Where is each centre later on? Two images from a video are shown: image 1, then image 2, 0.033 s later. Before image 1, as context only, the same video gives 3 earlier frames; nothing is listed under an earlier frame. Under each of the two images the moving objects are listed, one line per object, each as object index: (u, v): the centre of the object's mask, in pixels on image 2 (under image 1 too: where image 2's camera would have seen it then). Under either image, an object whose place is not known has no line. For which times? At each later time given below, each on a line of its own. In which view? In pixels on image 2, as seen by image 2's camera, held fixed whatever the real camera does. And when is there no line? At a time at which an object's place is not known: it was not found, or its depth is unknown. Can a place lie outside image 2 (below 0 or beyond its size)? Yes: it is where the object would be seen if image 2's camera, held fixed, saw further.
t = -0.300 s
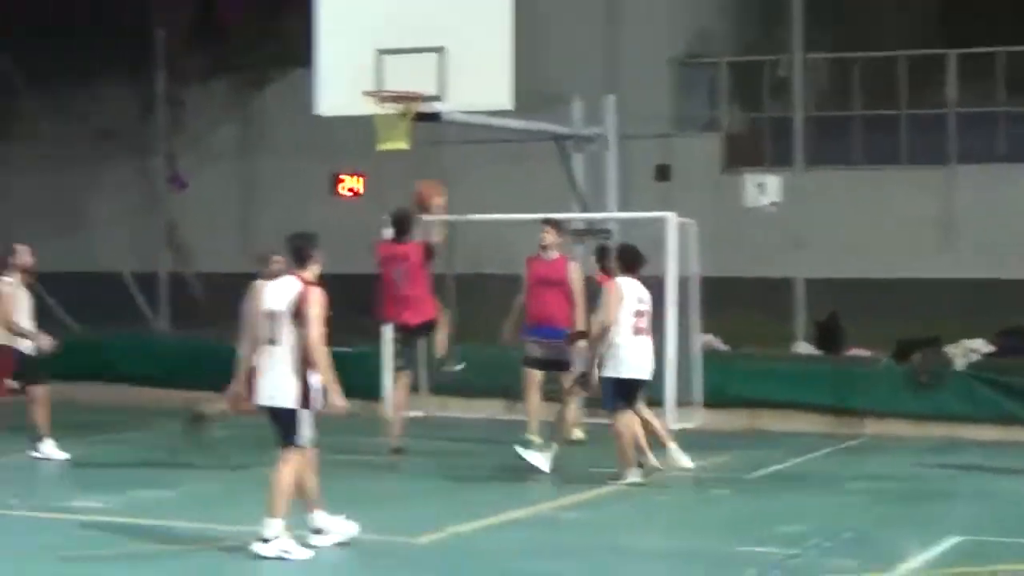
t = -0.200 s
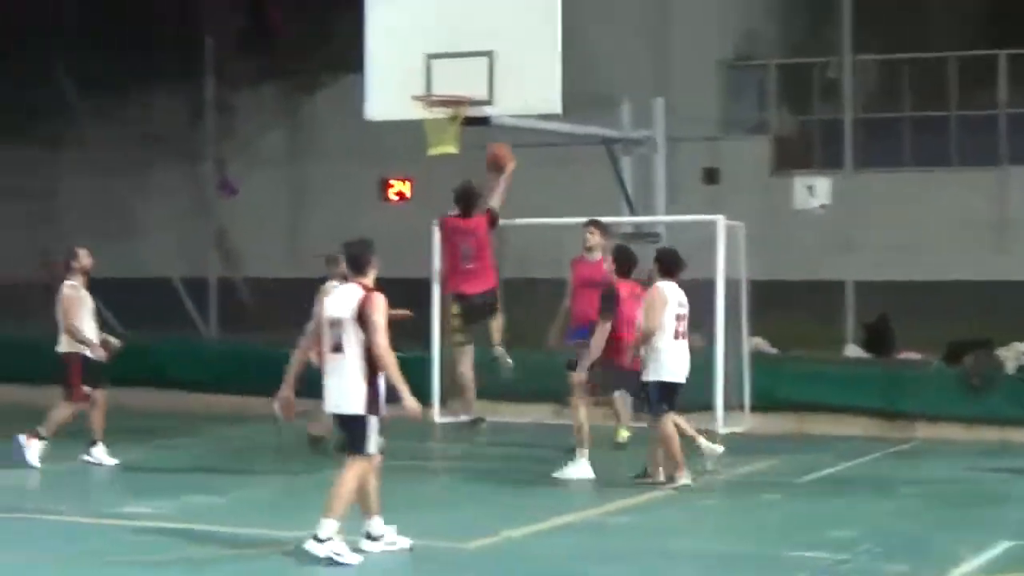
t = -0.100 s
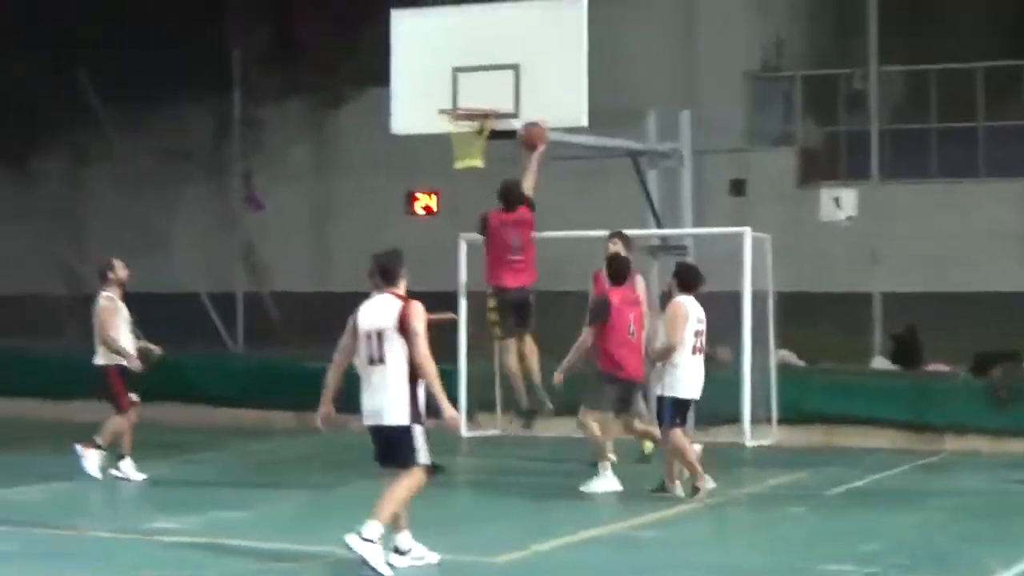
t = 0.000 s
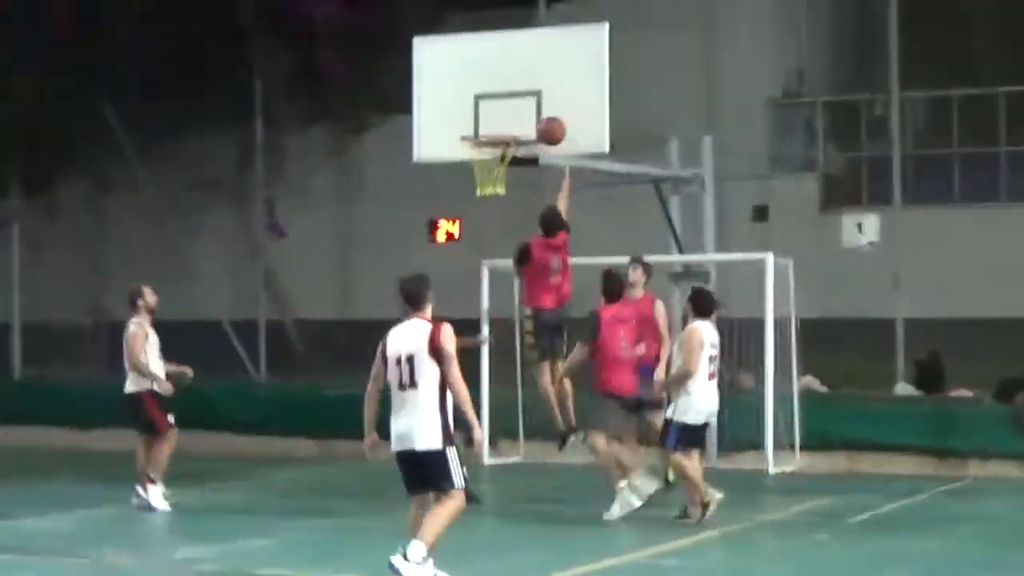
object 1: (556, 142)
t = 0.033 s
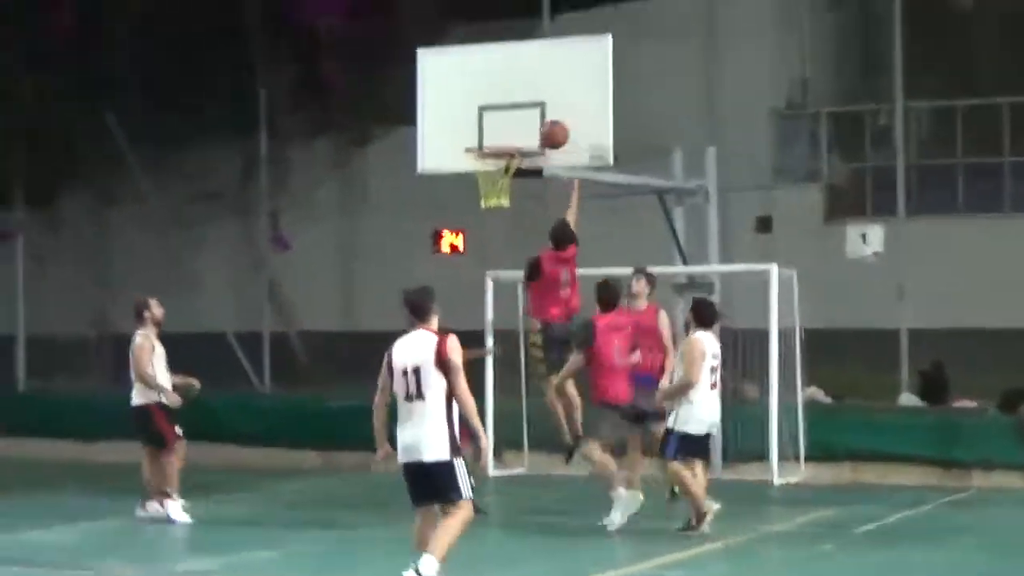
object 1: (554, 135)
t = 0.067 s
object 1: (555, 128)
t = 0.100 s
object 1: (552, 124)
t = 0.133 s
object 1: (547, 119)
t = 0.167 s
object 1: (542, 117)
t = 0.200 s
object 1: (539, 115)
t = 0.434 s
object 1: (512, 131)
